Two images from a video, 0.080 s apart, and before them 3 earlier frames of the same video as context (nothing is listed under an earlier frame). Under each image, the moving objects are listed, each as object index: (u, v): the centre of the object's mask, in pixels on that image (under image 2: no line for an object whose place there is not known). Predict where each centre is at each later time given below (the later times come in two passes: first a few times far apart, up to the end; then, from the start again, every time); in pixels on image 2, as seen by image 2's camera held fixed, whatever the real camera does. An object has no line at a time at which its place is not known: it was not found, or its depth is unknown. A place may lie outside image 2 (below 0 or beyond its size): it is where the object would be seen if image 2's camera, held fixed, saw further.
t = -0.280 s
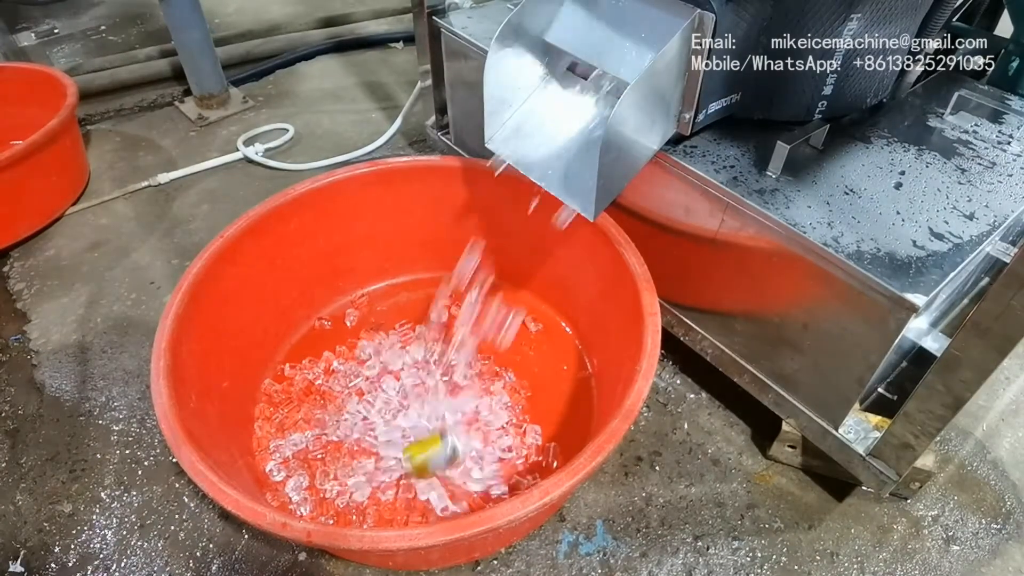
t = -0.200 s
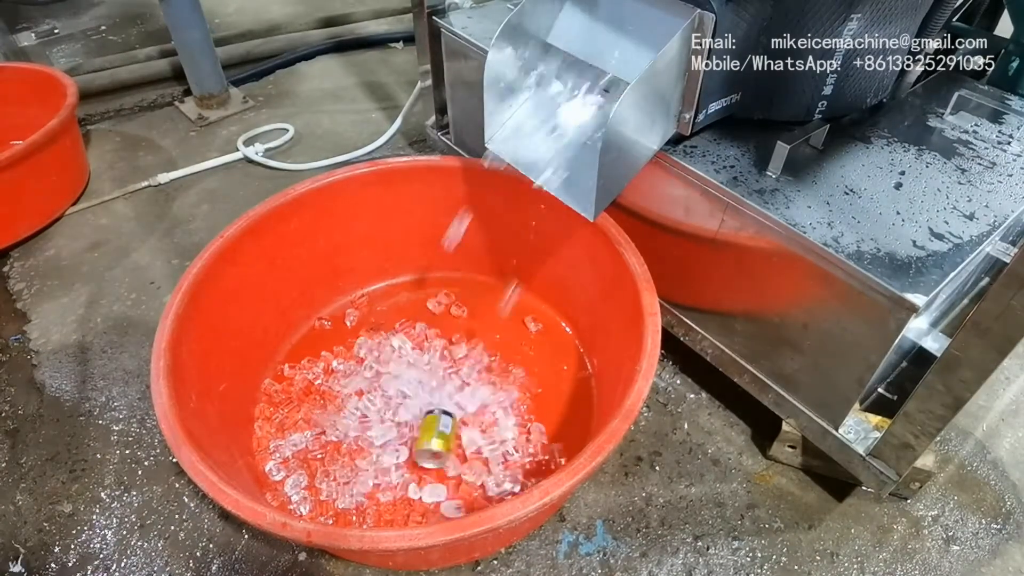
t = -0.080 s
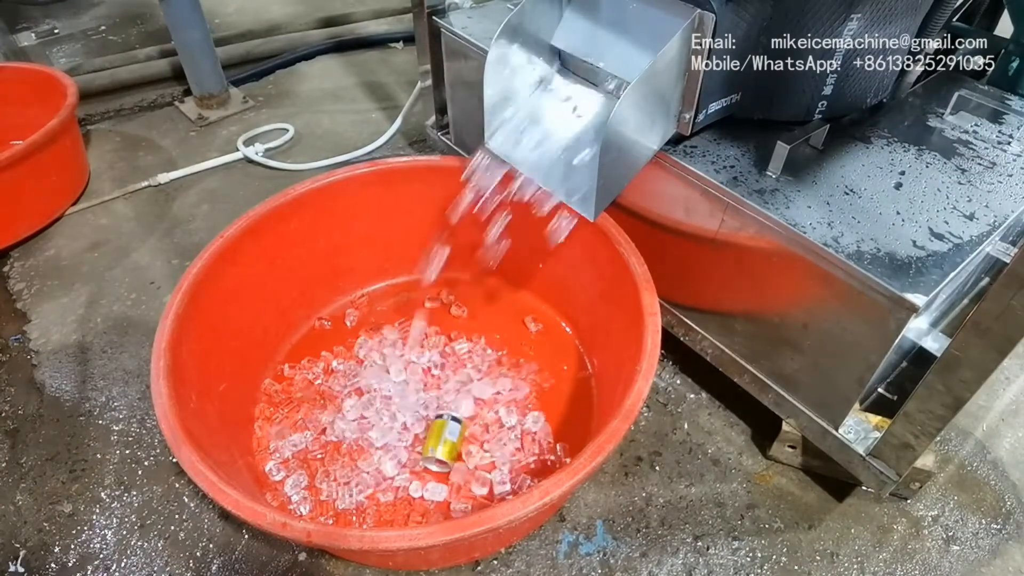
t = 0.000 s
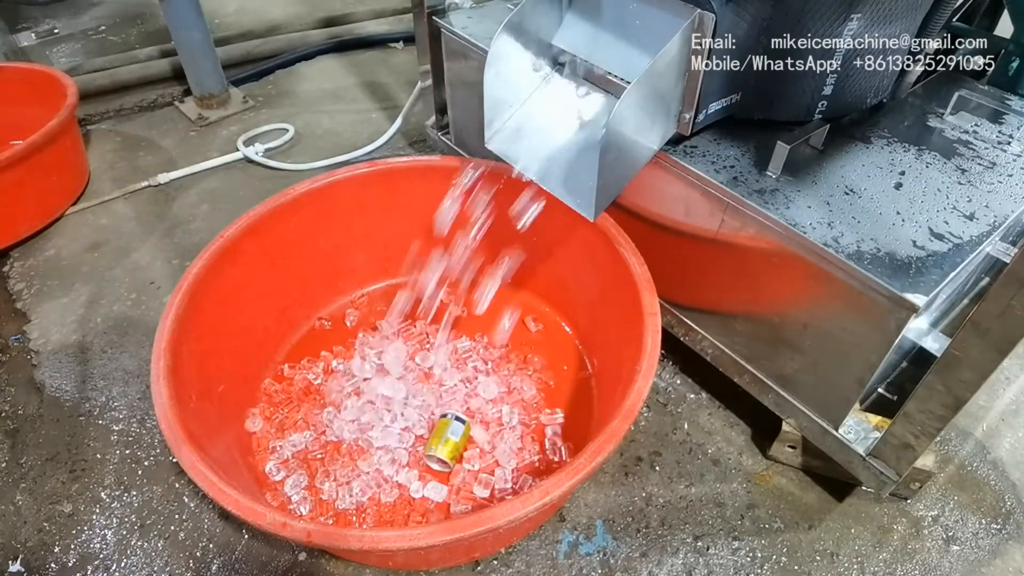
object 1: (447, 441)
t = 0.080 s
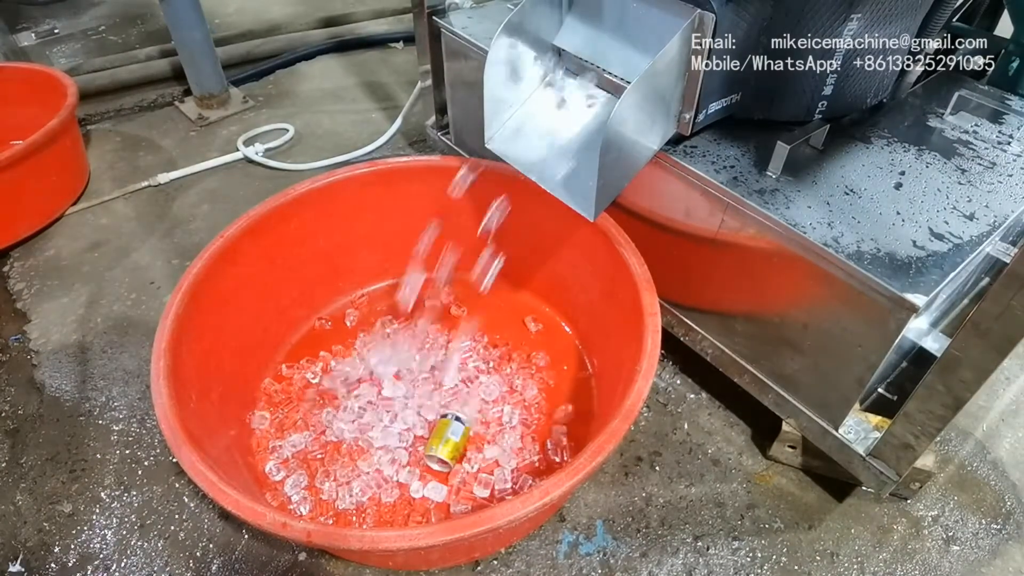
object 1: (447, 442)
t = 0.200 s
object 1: (445, 445)
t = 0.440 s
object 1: (446, 446)
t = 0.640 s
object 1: (447, 445)
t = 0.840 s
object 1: (446, 446)
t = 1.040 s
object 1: (445, 447)
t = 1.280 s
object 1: (445, 449)
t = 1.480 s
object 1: (444, 450)
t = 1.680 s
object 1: (444, 450)
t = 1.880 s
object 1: (443, 450)
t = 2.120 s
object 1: (444, 452)
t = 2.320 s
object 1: (444, 451)
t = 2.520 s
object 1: (444, 453)
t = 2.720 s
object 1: (444, 452)
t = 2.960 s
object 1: (444, 453)
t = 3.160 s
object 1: (445, 452)
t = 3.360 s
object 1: (446, 452)
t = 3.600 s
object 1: (444, 453)
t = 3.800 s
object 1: (445, 452)
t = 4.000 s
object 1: (445, 451)
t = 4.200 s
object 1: (444, 452)
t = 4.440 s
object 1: (447, 450)
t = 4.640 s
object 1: (442, 454)
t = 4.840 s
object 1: (445, 454)
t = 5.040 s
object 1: (445, 453)
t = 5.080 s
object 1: (445, 453)
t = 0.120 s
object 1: (446, 442)
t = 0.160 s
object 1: (445, 444)
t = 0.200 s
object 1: (445, 445)
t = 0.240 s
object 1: (445, 446)
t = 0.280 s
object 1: (446, 446)
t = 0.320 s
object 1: (446, 446)
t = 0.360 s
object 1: (446, 446)
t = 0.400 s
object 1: (446, 446)
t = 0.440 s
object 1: (446, 446)
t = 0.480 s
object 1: (447, 446)
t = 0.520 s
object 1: (447, 446)
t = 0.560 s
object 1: (447, 446)
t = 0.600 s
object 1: (447, 445)
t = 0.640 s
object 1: (447, 445)
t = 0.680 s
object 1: (447, 445)
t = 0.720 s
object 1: (447, 445)
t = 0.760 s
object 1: (446, 445)
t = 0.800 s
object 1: (446, 445)
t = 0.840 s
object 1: (446, 446)
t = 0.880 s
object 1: (446, 446)
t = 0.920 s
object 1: (446, 447)
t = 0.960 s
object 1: (445, 447)
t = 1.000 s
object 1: (445, 447)
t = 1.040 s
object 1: (445, 447)
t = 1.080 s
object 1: (445, 446)
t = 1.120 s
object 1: (445, 447)
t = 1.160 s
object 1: (445, 448)
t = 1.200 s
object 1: (445, 448)
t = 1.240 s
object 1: (445, 449)
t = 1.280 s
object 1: (445, 449)
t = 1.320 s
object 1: (445, 449)
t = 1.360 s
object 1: (445, 449)
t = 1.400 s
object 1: (444, 450)
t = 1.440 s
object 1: (444, 450)
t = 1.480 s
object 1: (444, 450)
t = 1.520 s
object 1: (444, 450)
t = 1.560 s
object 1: (444, 450)
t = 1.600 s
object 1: (444, 450)
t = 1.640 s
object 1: (444, 450)
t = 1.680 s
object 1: (444, 450)
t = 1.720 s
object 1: (444, 450)
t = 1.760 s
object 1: (444, 450)
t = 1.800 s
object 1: (444, 450)
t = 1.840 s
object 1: (443, 451)
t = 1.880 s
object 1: (443, 450)
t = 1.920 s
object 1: (444, 451)
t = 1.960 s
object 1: (444, 451)
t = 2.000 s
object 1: (443, 450)
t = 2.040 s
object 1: (444, 450)
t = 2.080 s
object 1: (444, 451)
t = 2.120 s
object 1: (444, 452)
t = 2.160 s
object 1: (444, 452)
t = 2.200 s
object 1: (444, 453)
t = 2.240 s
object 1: (444, 452)
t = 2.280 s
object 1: (444, 453)
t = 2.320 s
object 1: (444, 451)
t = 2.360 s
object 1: (444, 452)
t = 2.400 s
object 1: (444, 452)
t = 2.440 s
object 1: (444, 452)
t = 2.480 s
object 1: (444, 452)
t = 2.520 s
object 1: (444, 453)
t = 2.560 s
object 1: (444, 453)
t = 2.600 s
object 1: (444, 453)
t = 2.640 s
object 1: (444, 452)
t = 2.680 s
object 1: (444, 452)
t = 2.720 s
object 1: (444, 452)
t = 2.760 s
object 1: (445, 453)
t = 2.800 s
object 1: (447, 452)
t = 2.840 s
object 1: (446, 452)
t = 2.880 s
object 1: (444, 452)
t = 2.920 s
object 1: (444, 452)
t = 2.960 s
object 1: (444, 453)
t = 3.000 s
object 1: (444, 454)
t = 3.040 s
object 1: (444, 453)
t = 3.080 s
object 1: (444, 452)
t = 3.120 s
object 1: (448, 452)
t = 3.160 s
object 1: (445, 452)
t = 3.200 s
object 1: (444, 453)
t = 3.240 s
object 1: (444, 453)
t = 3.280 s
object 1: (444, 454)
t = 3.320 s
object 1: (444, 453)
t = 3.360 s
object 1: (446, 452)
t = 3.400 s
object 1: (444, 453)
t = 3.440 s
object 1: (445, 455)
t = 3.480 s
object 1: (445, 454)
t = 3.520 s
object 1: (446, 453)
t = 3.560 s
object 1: (445, 453)
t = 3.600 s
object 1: (444, 453)
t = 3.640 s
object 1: (446, 454)
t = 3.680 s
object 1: (444, 453)
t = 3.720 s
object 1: (446, 452)
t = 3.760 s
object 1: (446, 453)
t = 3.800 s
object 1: (445, 452)
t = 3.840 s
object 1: (444, 451)
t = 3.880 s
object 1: (444, 449)
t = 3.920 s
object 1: (445, 450)
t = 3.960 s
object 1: (445, 451)
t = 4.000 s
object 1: (445, 451)
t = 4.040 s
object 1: (445, 451)
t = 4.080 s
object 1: (444, 452)
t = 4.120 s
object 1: (443, 452)
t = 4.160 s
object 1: (443, 452)
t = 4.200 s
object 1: (444, 452)
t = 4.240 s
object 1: (445, 452)
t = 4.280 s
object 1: (445, 450)
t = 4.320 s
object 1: (445, 451)
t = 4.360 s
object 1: (444, 451)
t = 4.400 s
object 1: (446, 451)
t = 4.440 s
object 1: (447, 450)
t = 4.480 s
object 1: (445, 453)
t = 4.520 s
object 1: (444, 451)
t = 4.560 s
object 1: (442, 455)
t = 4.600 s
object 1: (443, 452)
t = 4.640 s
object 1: (442, 454)
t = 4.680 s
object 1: (444, 452)
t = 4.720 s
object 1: (445, 453)
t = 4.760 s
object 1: (445, 454)
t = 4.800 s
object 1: (446, 454)
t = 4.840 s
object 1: (445, 454)
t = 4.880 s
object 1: (444, 455)
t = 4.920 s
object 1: (445, 456)
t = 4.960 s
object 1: (444, 454)
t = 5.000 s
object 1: (445, 453)
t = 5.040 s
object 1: (445, 453)
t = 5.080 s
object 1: (445, 453)
